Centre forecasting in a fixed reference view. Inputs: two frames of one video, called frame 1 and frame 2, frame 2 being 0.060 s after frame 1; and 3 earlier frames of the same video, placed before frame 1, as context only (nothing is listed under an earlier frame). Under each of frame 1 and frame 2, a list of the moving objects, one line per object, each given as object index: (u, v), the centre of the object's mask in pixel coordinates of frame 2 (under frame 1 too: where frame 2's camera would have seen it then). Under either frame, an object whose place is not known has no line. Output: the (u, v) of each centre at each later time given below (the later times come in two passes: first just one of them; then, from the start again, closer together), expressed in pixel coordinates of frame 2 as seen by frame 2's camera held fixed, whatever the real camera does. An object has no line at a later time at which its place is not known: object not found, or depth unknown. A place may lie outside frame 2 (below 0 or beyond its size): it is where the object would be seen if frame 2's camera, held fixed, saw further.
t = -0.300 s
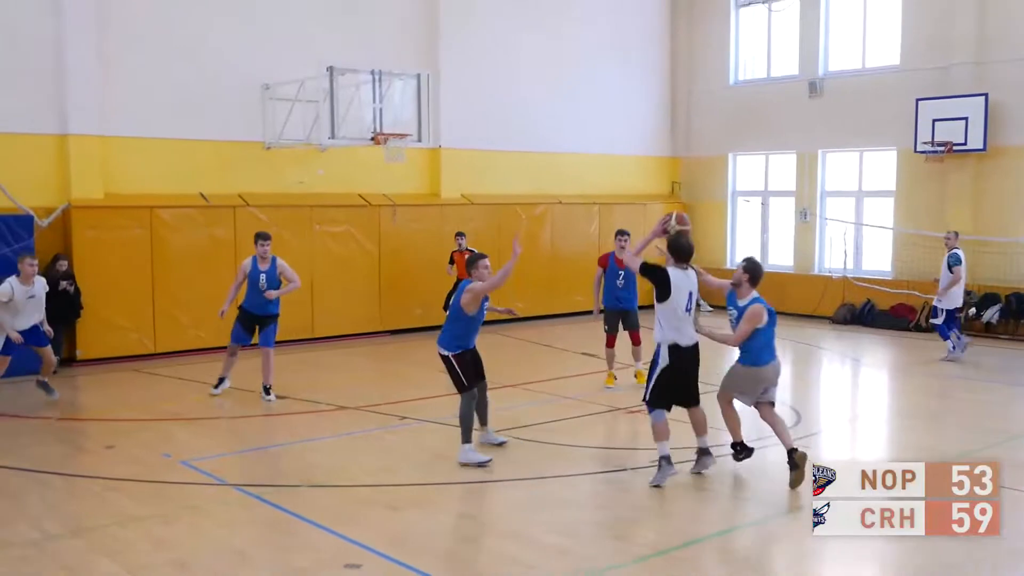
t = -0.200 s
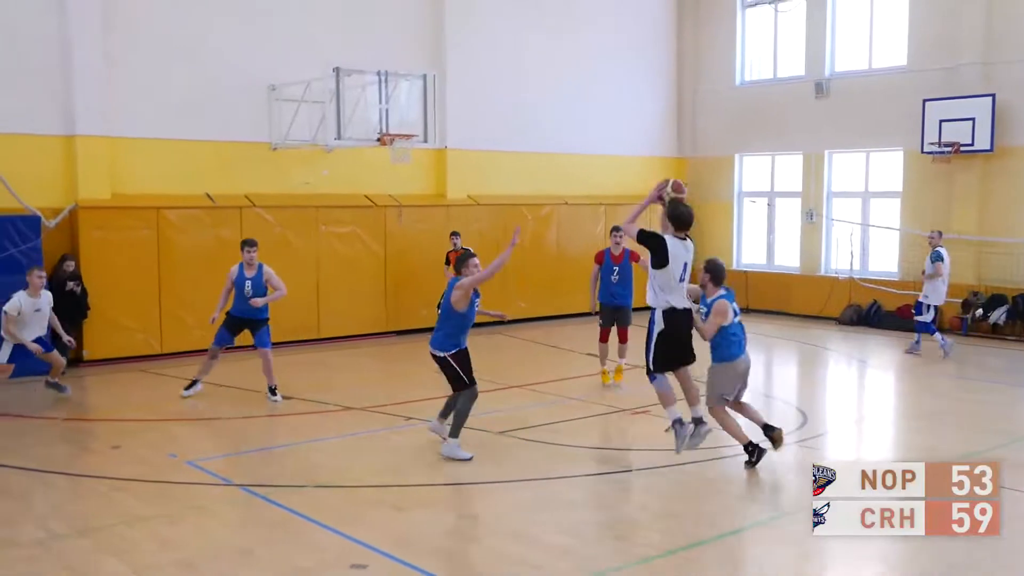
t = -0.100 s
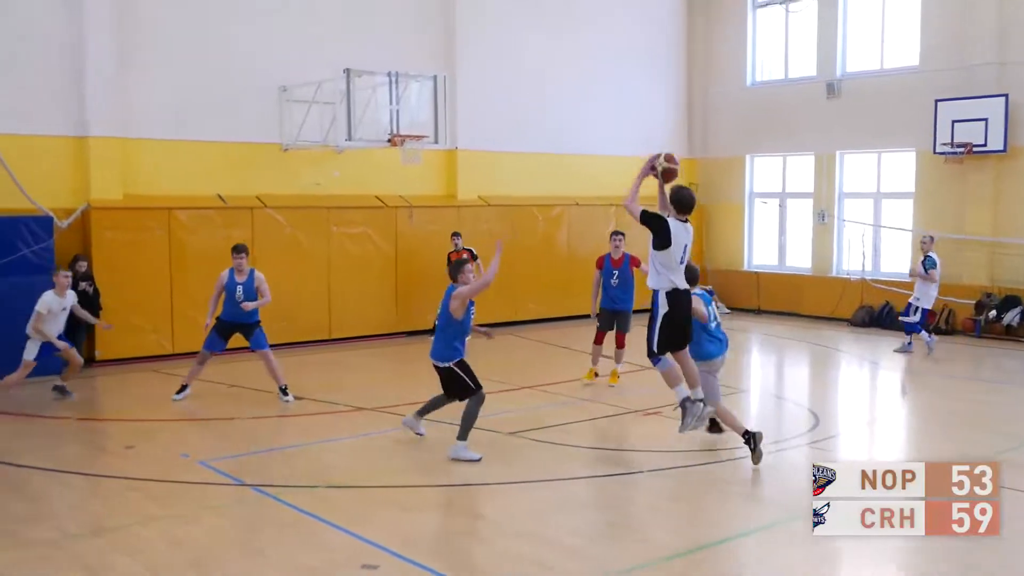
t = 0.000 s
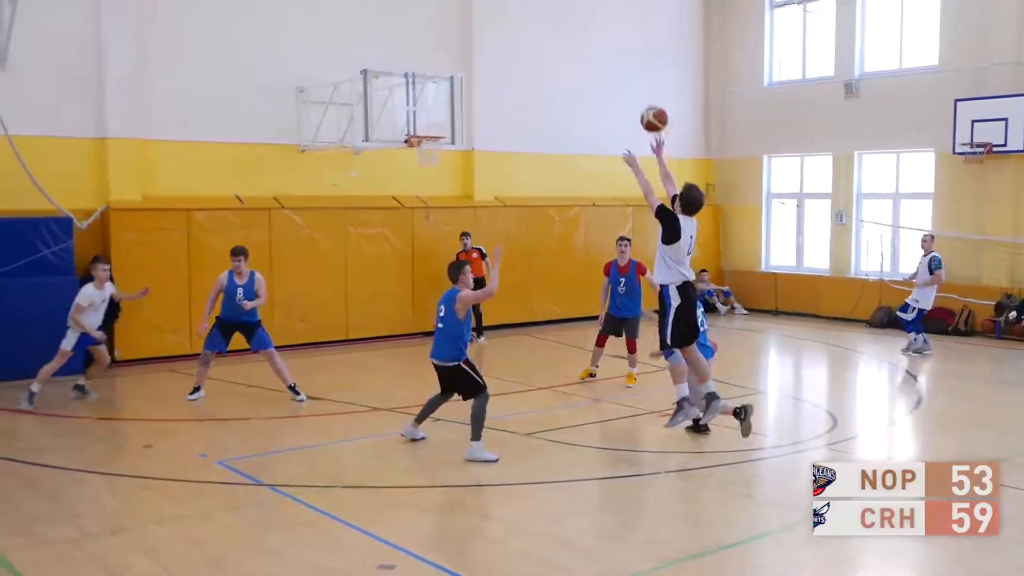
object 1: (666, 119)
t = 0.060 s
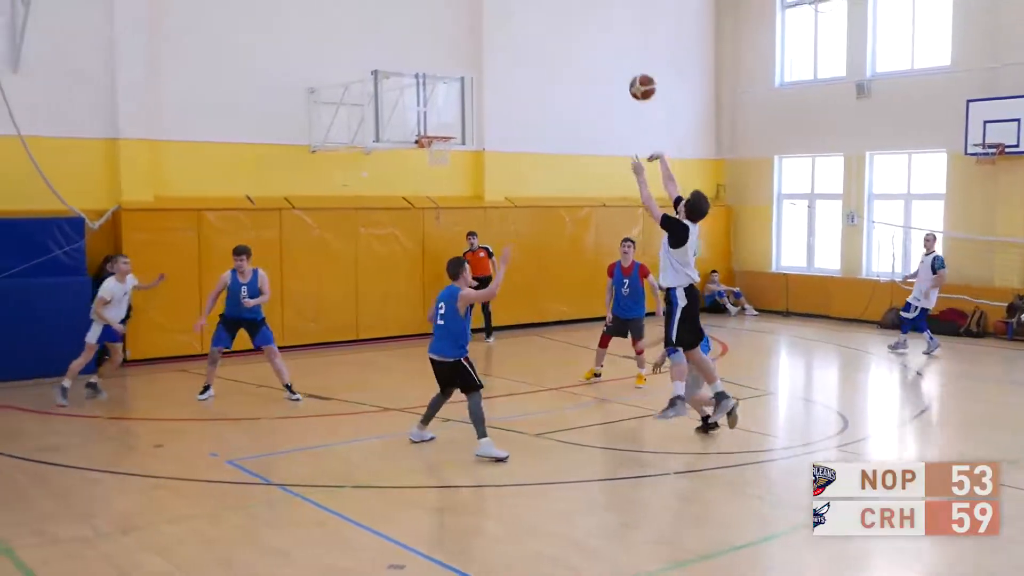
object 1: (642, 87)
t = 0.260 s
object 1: (579, 19)
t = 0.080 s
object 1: (635, 78)
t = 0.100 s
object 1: (628, 69)
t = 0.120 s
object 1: (622, 61)
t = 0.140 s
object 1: (615, 53)
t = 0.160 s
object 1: (609, 46)
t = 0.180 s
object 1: (602, 40)
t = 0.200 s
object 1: (596, 34)
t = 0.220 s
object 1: (590, 28)
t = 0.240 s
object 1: (584, 24)
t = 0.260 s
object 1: (579, 19)
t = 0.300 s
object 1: (569, 12)
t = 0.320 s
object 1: (564, 10)
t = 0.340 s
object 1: (559, 8)
